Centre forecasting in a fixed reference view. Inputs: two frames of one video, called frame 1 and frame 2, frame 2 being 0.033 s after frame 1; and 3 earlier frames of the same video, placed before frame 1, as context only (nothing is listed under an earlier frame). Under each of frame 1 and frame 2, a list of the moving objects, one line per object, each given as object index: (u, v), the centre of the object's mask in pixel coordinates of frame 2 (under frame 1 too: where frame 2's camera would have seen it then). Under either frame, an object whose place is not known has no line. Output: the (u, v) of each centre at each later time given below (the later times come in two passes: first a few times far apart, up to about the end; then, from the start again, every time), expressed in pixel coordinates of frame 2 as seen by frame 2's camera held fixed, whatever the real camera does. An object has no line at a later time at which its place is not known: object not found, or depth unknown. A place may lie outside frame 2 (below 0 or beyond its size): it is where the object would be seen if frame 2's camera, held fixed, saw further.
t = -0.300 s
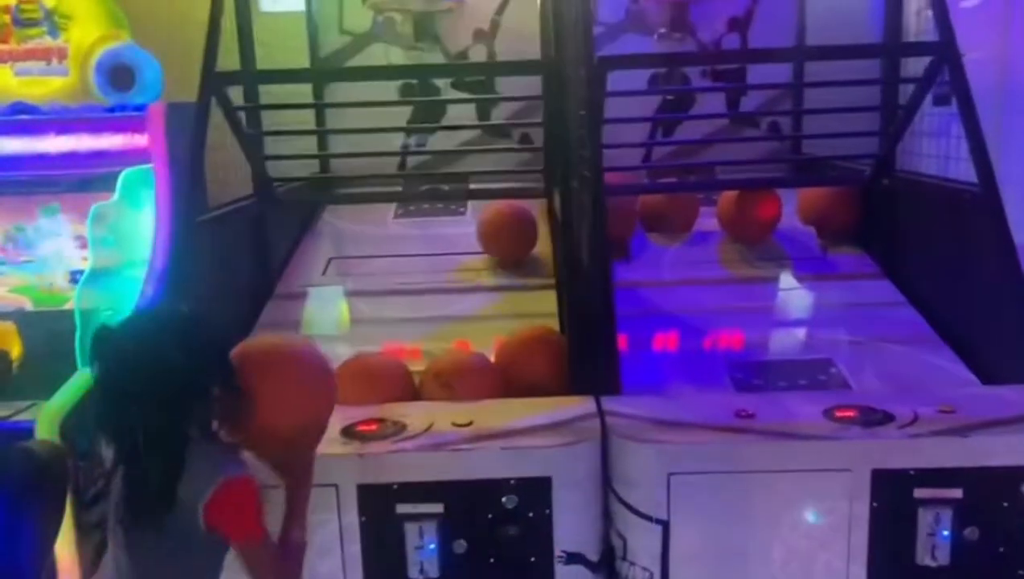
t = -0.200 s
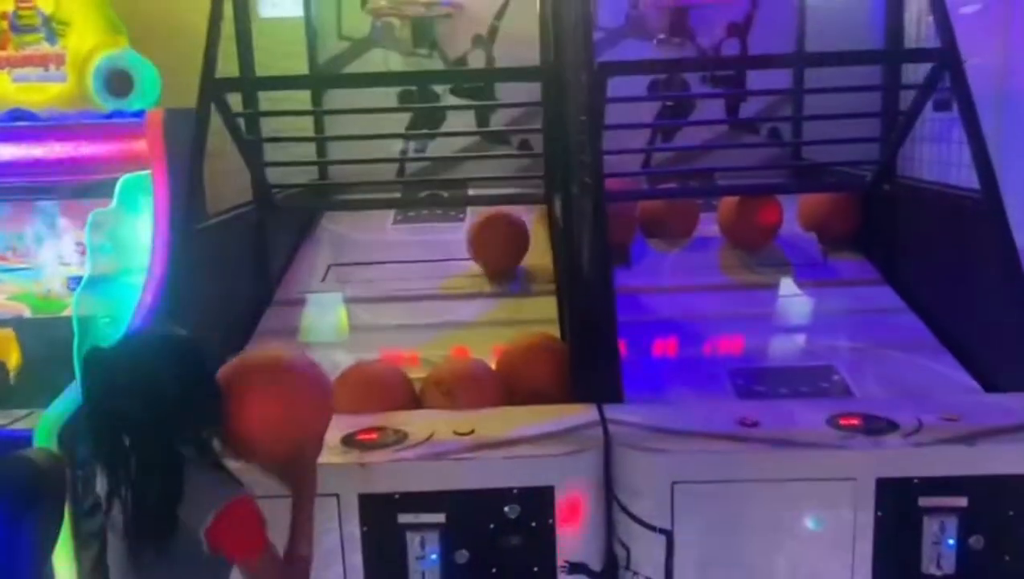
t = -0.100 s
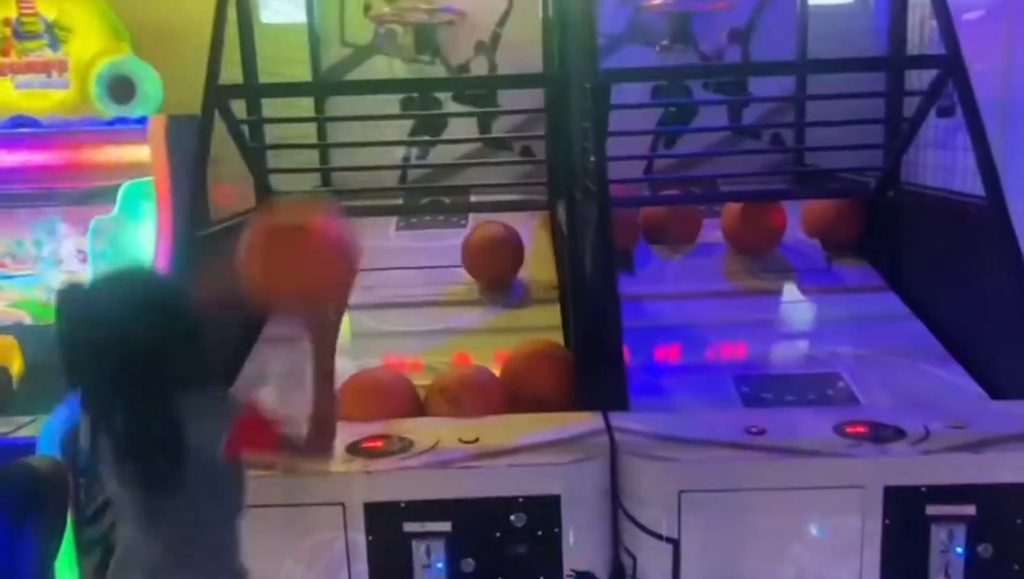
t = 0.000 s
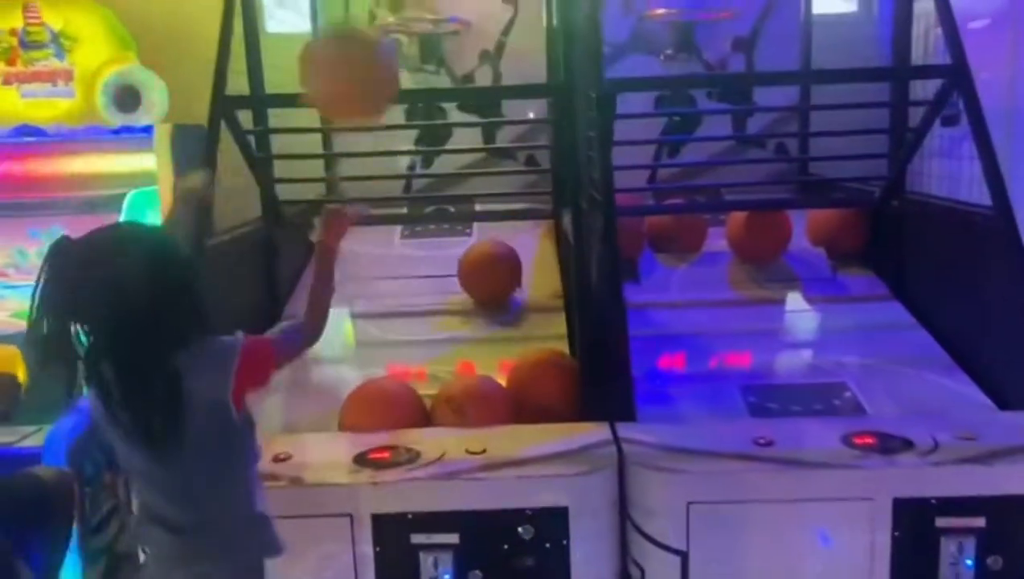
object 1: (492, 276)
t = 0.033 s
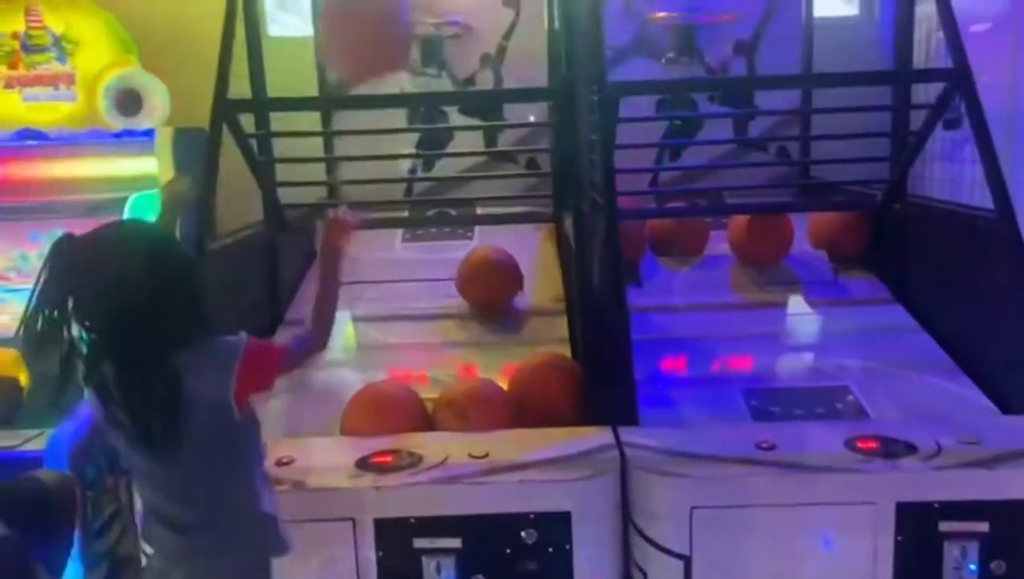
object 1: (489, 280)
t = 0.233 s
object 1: (471, 302)
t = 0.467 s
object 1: (448, 341)
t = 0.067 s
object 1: (486, 282)
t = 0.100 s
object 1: (483, 286)
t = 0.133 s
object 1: (480, 289)
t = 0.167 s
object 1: (477, 293)
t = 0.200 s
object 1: (475, 297)
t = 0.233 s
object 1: (471, 302)
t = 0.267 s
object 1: (469, 305)
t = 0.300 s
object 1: (465, 310)
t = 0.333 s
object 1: (462, 315)
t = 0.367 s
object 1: (458, 319)
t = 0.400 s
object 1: (455, 327)
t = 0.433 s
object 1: (452, 333)
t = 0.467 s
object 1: (448, 341)
